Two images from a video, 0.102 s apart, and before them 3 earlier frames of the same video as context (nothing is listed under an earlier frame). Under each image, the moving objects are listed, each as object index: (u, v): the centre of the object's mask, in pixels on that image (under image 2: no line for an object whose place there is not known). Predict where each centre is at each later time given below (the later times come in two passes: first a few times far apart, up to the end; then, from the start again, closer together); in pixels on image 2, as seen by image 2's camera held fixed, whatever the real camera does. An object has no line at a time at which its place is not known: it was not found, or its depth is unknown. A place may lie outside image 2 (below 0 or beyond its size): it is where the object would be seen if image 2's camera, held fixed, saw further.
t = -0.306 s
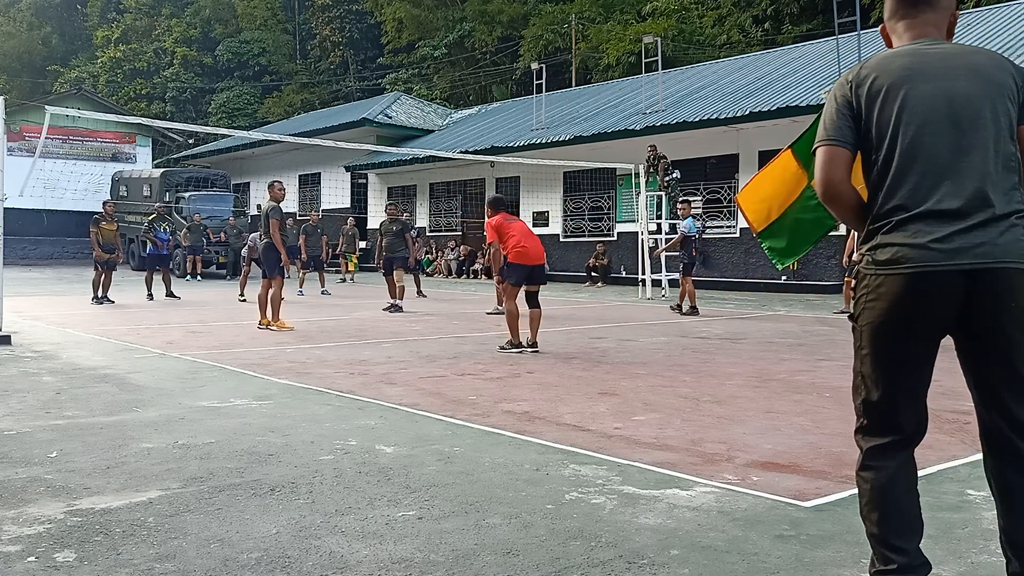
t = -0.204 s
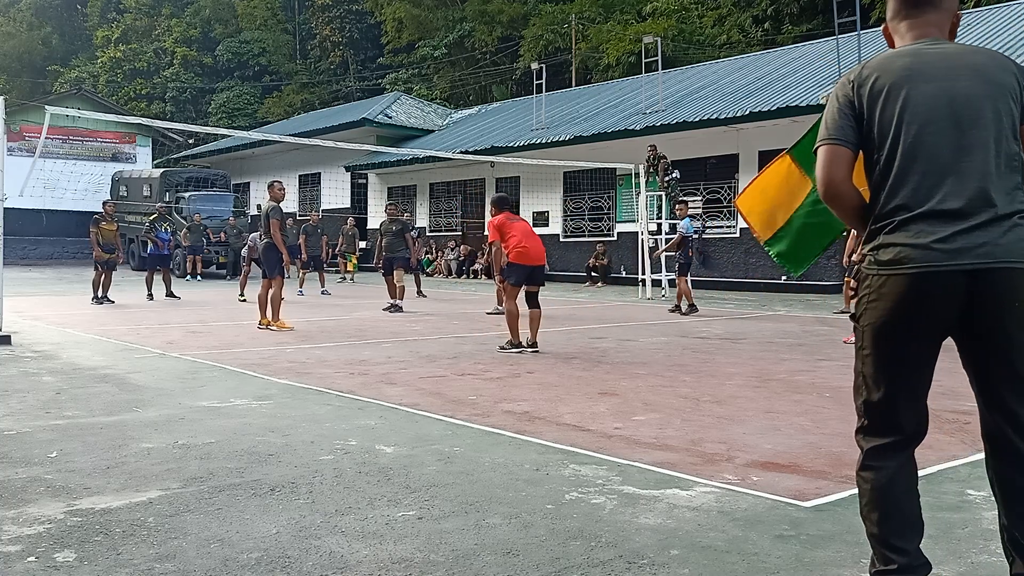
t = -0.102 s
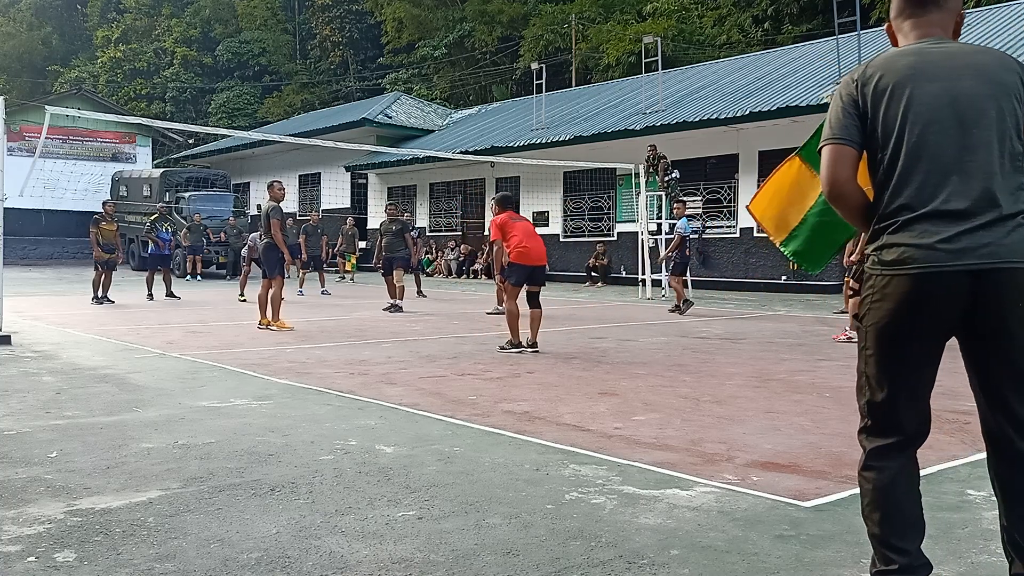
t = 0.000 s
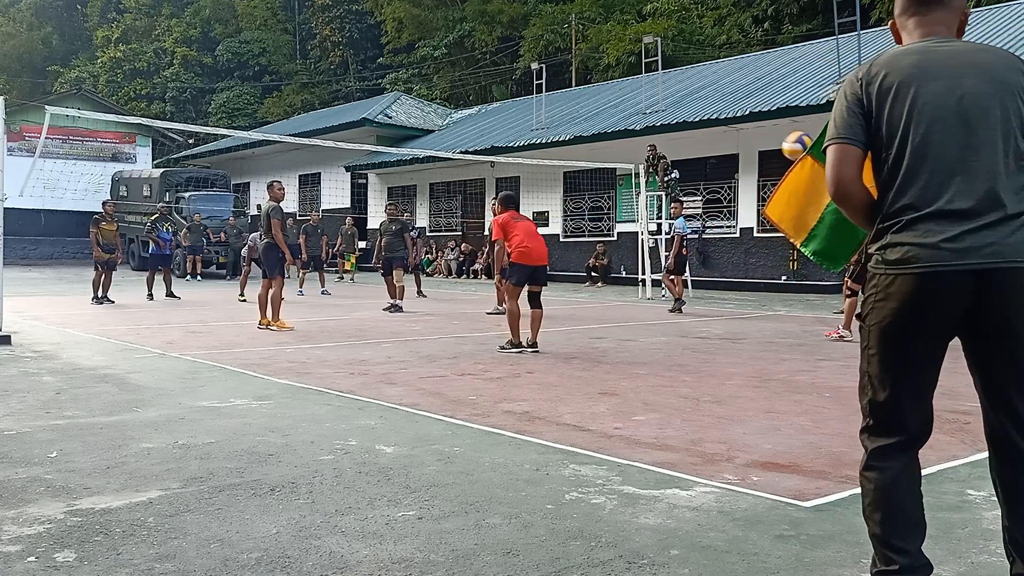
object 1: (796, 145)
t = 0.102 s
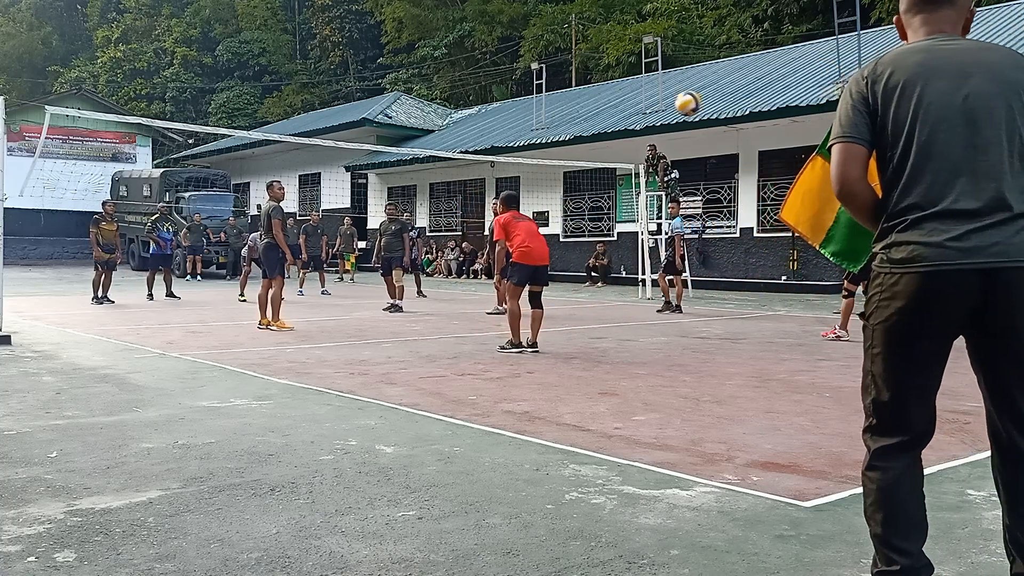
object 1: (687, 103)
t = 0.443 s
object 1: (478, 77)
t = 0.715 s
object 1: (390, 115)
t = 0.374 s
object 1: (507, 74)
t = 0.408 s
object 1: (492, 76)
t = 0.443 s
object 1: (478, 77)
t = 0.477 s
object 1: (464, 80)
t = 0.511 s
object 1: (452, 83)
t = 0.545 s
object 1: (440, 87)
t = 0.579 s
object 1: (429, 92)
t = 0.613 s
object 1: (419, 96)
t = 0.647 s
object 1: (409, 102)
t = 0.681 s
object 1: (399, 108)
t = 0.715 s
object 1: (390, 115)
